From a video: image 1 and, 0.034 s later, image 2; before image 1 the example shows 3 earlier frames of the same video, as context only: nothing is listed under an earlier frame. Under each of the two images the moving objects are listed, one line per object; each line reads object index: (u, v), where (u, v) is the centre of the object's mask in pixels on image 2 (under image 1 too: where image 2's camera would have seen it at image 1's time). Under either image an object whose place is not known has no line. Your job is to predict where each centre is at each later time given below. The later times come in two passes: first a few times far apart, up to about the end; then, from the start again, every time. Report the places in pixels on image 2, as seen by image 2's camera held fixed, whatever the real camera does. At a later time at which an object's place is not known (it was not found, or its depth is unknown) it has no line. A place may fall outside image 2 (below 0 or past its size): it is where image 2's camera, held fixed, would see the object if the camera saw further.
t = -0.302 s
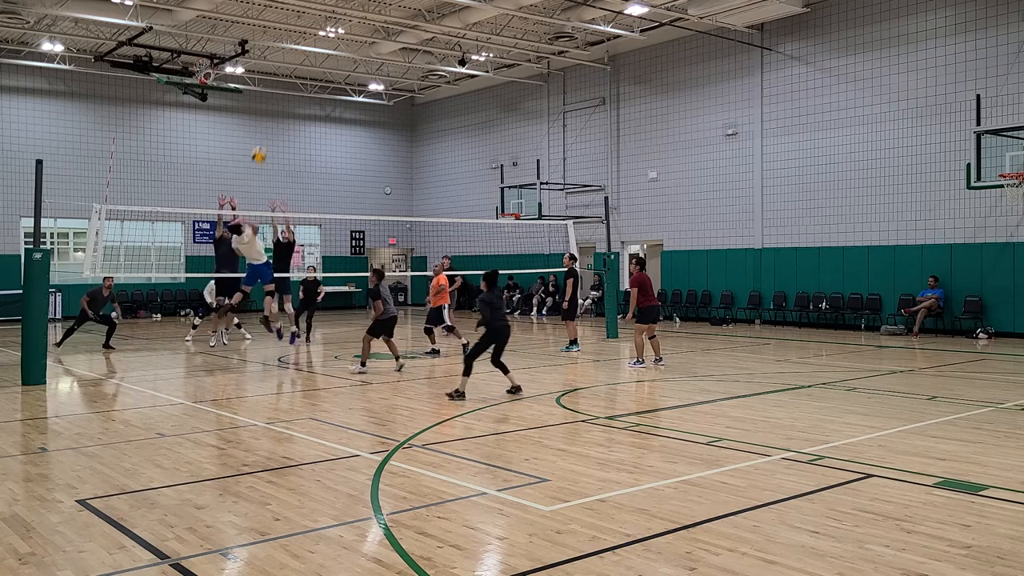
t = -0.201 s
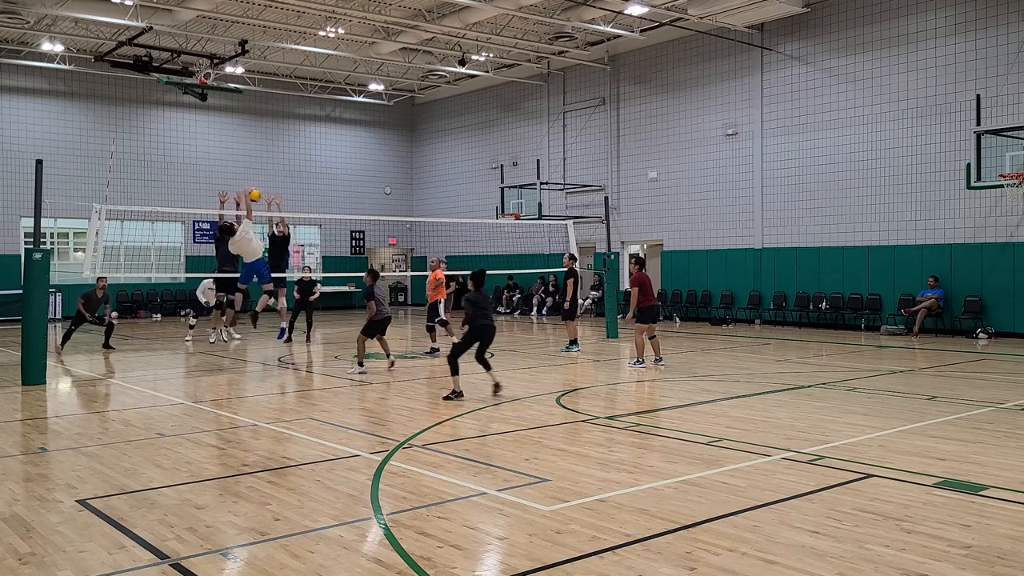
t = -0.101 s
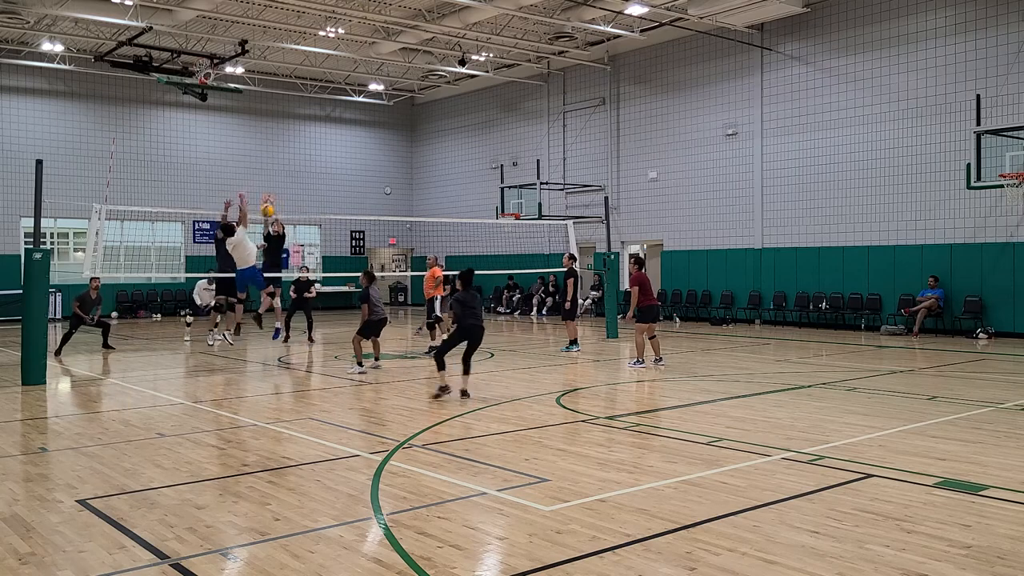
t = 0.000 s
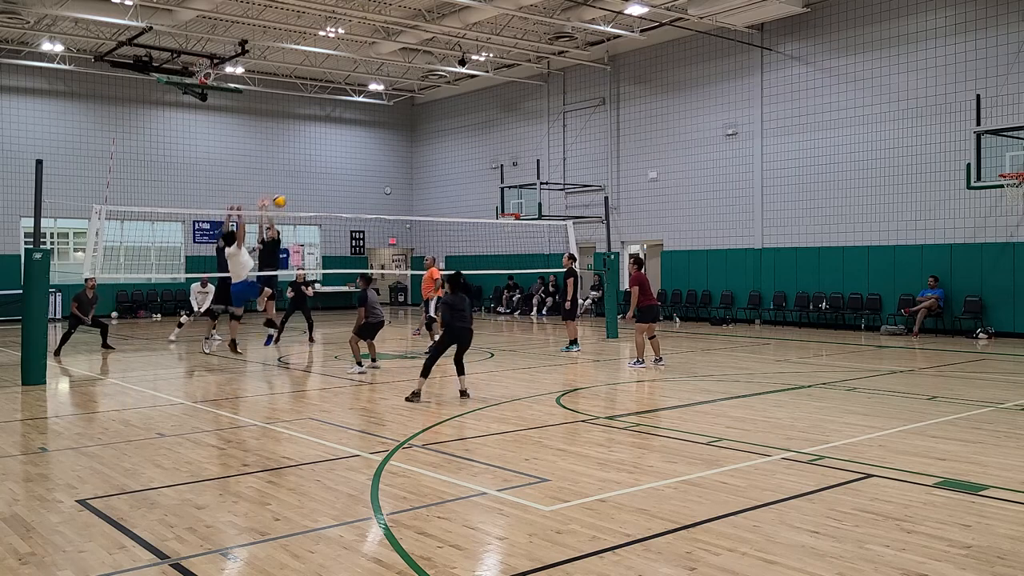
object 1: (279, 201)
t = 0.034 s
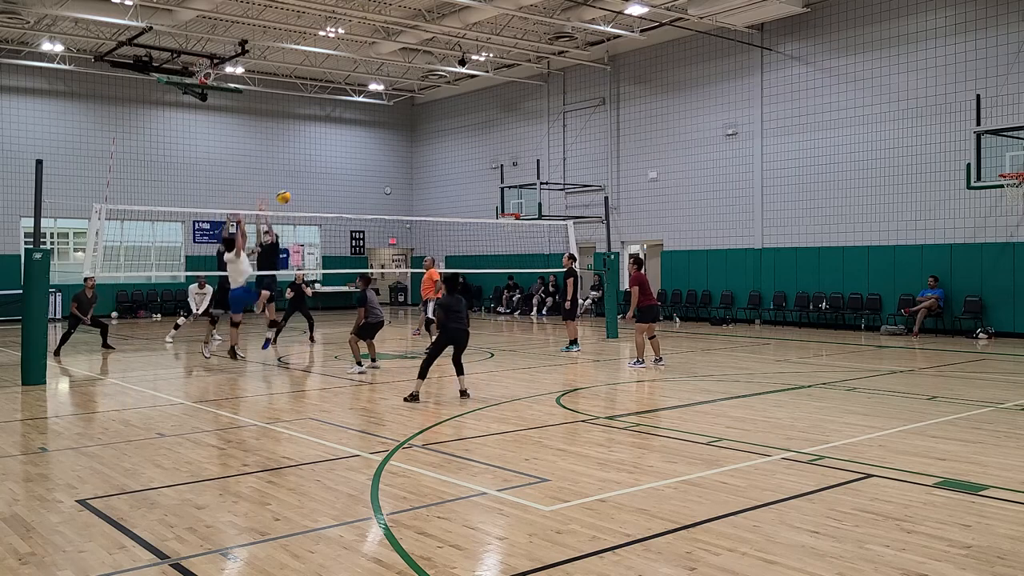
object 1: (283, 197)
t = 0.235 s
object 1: (307, 187)
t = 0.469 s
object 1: (337, 207)
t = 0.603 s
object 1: (353, 234)
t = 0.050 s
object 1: (285, 195)
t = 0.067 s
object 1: (287, 193)
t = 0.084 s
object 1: (289, 192)
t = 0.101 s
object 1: (291, 191)
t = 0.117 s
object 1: (293, 190)
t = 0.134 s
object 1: (295, 189)
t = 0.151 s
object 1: (297, 188)
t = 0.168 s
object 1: (300, 188)
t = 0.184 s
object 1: (301, 187)
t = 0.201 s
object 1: (303, 187)
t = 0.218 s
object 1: (306, 187)
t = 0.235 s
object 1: (307, 187)
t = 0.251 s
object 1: (309, 187)
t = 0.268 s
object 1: (312, 188)
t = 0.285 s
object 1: (314, 189)
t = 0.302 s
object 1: (315, 189)
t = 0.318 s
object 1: (317, 190)
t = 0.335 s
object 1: (320, 191)
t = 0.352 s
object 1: (322, 193)
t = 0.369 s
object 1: (324, 194)
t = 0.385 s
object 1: (326, 196)
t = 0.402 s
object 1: (328, 198)
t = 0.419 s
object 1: (330, 200)
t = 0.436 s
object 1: (332, 202)
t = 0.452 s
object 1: (335, 204)
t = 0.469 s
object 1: (337, 207)
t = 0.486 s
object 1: (338, 210)
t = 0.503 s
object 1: (341, 212)
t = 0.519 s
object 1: (342, 216)
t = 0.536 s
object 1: (345, 219)
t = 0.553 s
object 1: (346, 222)
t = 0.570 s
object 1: (349, 225)
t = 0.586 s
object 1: (351, 230)
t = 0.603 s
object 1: (353, 234)
